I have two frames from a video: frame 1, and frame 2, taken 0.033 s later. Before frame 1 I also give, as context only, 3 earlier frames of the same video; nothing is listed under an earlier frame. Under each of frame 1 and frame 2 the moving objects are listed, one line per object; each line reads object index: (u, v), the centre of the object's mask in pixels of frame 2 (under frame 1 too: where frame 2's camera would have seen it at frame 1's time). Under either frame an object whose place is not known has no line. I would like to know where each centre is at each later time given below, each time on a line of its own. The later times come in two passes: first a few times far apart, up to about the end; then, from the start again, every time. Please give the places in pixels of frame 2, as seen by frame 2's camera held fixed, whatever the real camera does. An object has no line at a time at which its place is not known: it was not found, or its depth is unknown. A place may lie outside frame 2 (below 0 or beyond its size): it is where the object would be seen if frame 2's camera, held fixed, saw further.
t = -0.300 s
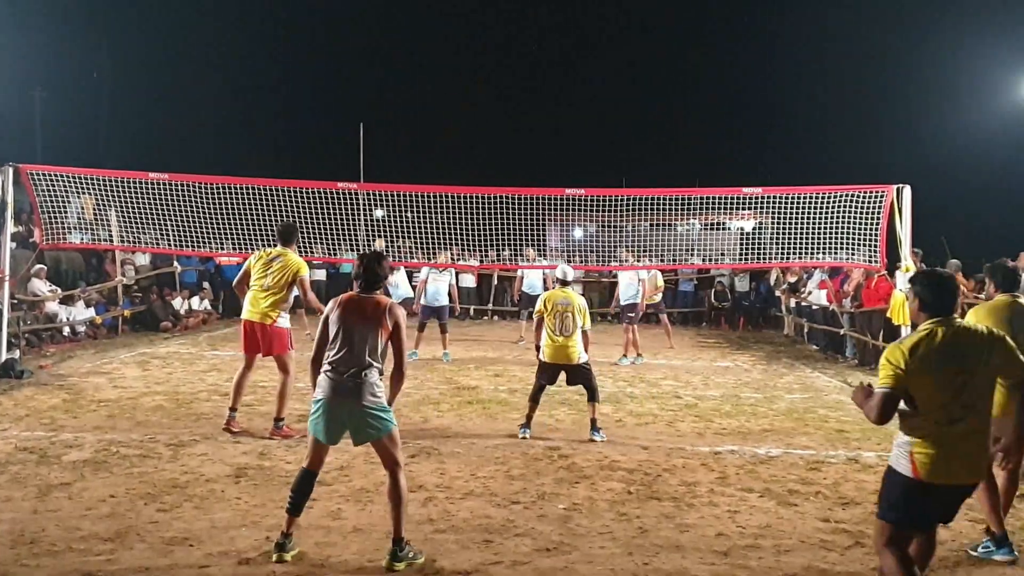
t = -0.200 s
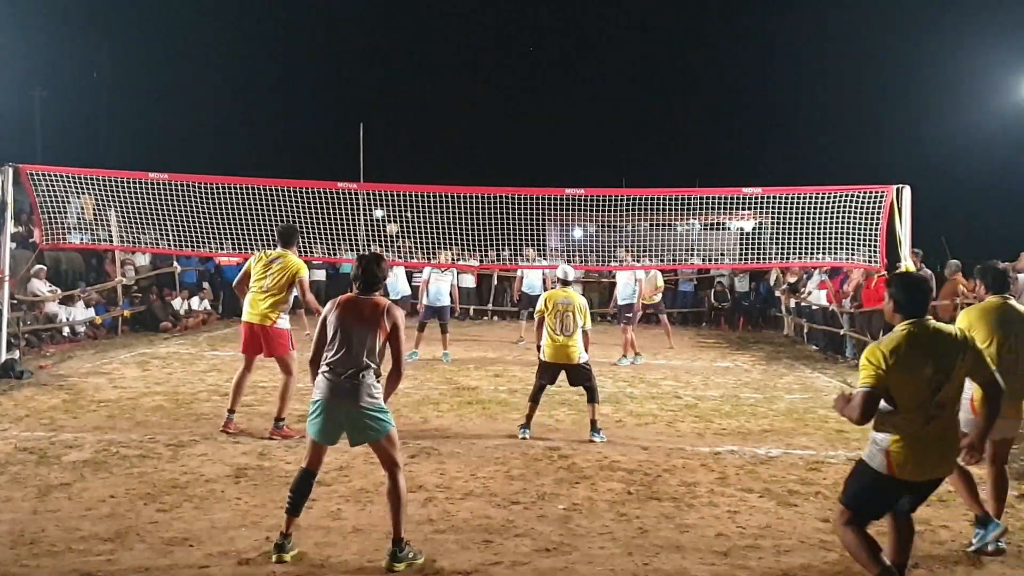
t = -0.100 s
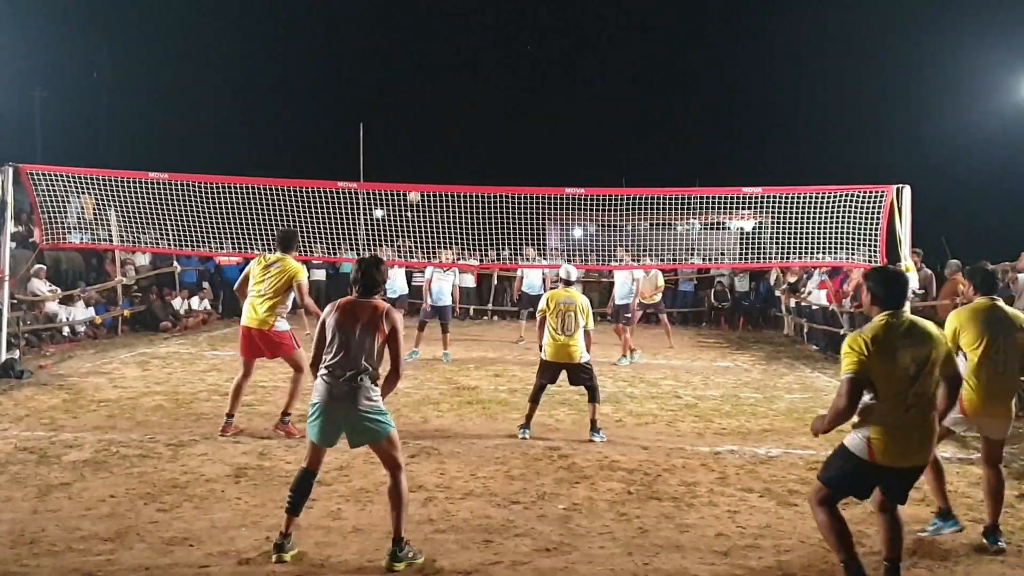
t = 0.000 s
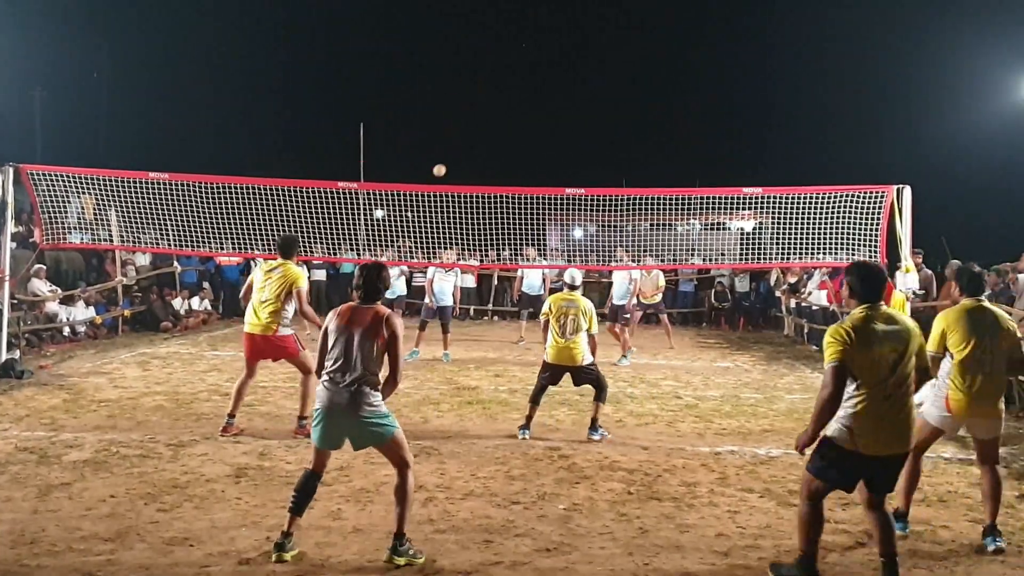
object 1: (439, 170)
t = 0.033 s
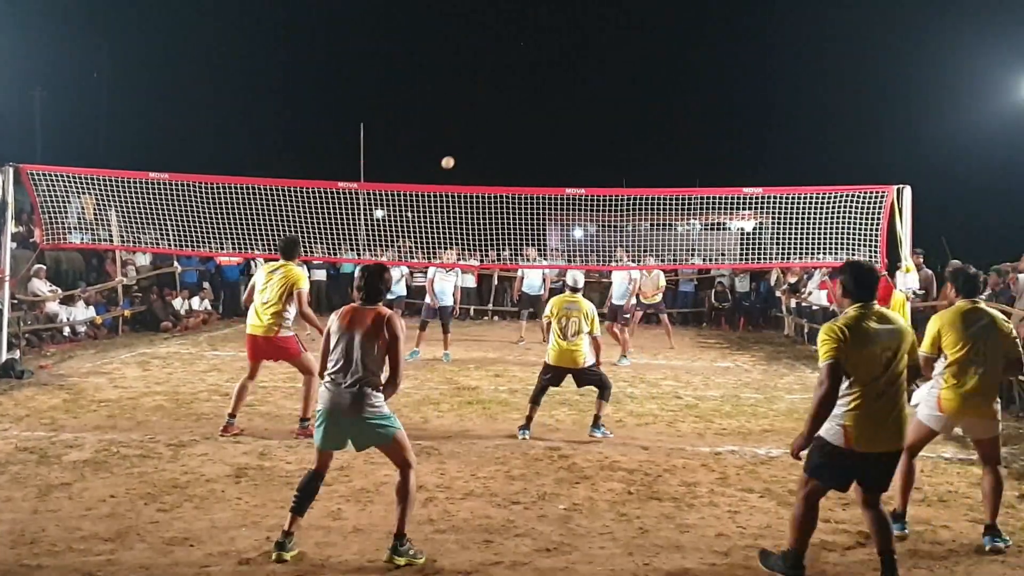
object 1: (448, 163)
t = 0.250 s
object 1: (508, 127)
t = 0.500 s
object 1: (590, 124)
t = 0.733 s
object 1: (682, 171)
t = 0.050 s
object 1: (452, 159)
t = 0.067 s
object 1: (456, 155)
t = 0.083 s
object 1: (460, 152)
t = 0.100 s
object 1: (465, 148)
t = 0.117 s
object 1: (470, 145)
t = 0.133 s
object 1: (475, 142)
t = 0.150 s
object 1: (479, 139)
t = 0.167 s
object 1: (484, 137)
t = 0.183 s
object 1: (489, 135)
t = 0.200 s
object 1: (494, 132)
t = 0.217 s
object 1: (498, 130)
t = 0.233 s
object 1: (503, 128)
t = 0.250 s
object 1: (508, 127)
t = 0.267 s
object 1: (513, 125)
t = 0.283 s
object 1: (518, 123)
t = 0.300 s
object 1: (523, 122)
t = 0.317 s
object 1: (529, 121)
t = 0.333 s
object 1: (534, 120)
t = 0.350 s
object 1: (539, 120)
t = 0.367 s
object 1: (545, 120)
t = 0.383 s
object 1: (550, 120)
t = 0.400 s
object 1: (556, 120)
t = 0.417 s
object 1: (561, 120)
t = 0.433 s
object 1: (567, 120)
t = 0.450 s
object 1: (572, 121)
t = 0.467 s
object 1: (578, 122)
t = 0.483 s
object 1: (584, 123)
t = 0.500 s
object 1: (590, 124)
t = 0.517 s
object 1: (596, 126)
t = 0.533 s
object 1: (603, 128)
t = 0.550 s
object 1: (609, 130)
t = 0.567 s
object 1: (615, 133)
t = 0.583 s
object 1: (621, 136)
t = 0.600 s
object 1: (627, 139)
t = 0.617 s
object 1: (634, 142)
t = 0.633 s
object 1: (640, 145)
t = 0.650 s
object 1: (647, 149)
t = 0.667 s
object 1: (653, 153)
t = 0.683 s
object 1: (660, 157)
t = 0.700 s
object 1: (667, 161)
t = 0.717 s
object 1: (674, 166)
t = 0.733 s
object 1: (682, 171)
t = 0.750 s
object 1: (689, 177)
